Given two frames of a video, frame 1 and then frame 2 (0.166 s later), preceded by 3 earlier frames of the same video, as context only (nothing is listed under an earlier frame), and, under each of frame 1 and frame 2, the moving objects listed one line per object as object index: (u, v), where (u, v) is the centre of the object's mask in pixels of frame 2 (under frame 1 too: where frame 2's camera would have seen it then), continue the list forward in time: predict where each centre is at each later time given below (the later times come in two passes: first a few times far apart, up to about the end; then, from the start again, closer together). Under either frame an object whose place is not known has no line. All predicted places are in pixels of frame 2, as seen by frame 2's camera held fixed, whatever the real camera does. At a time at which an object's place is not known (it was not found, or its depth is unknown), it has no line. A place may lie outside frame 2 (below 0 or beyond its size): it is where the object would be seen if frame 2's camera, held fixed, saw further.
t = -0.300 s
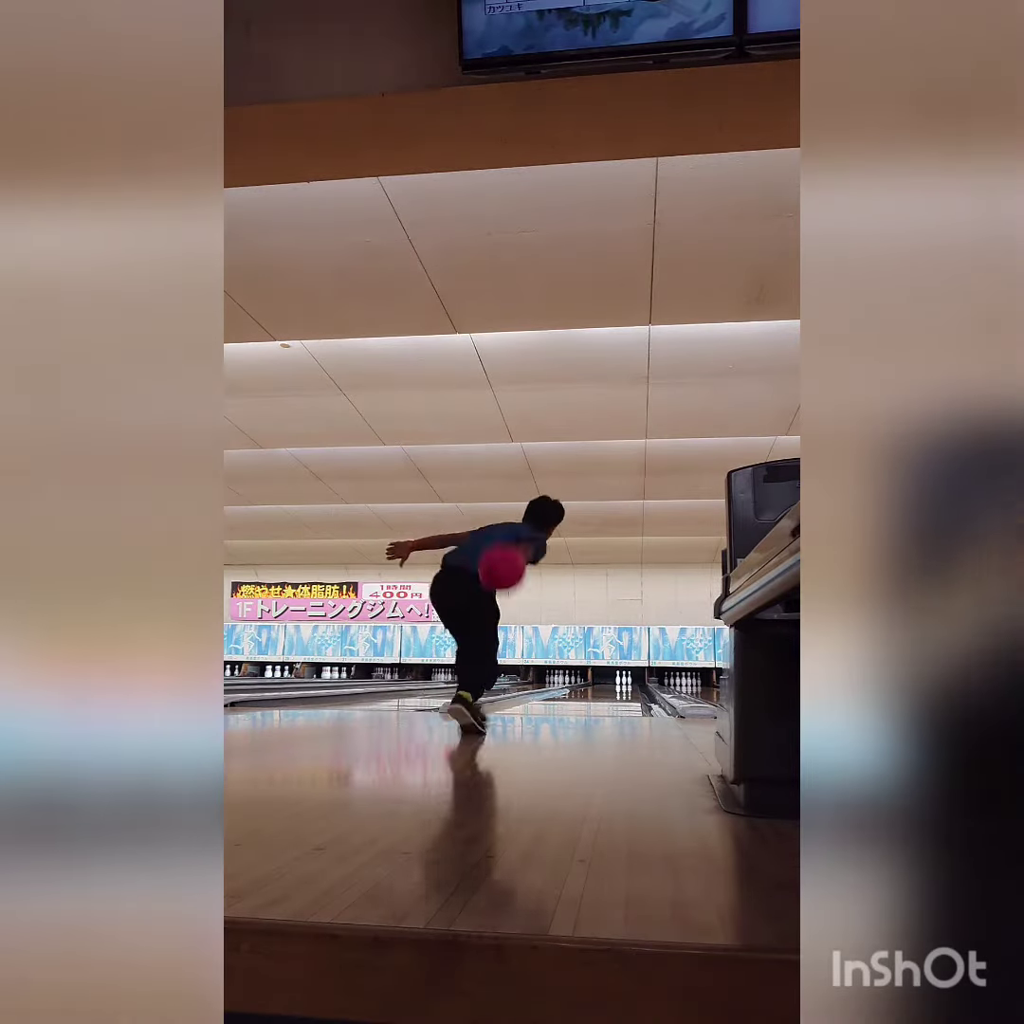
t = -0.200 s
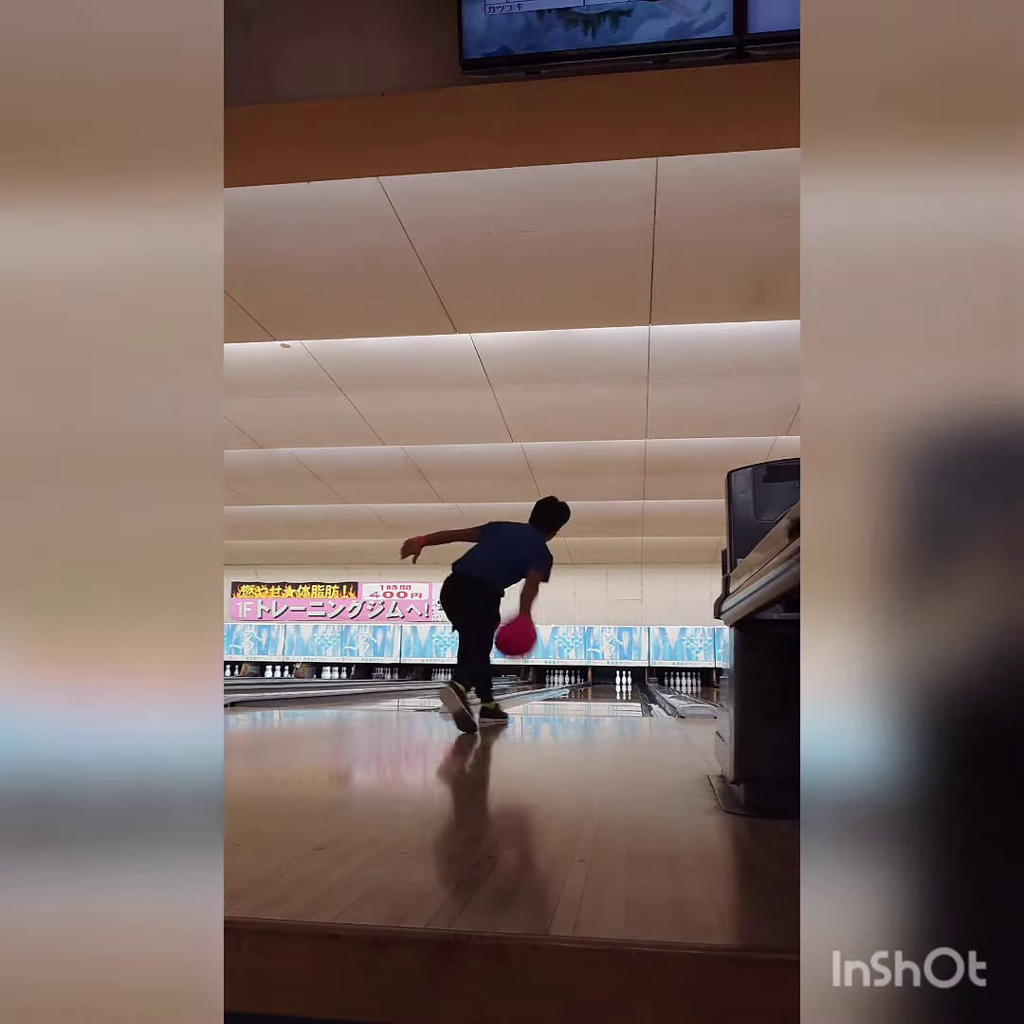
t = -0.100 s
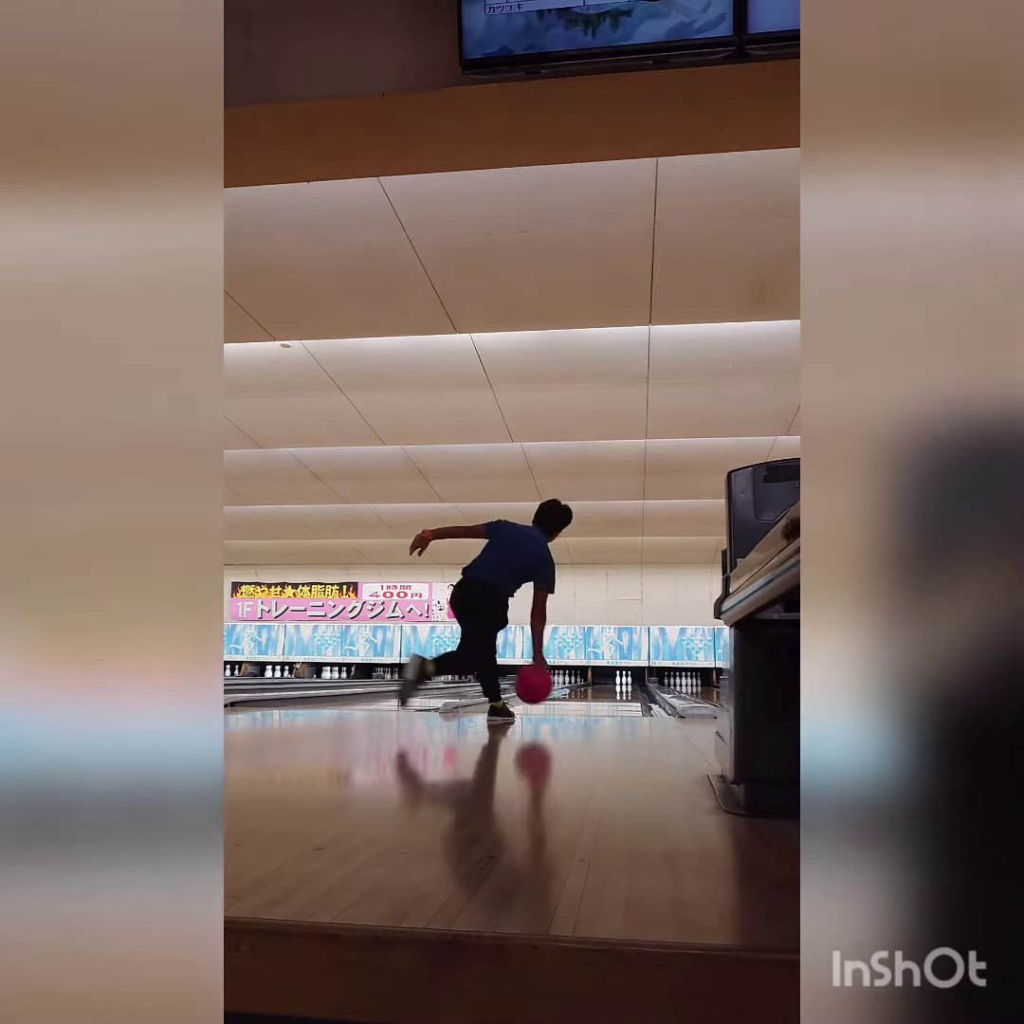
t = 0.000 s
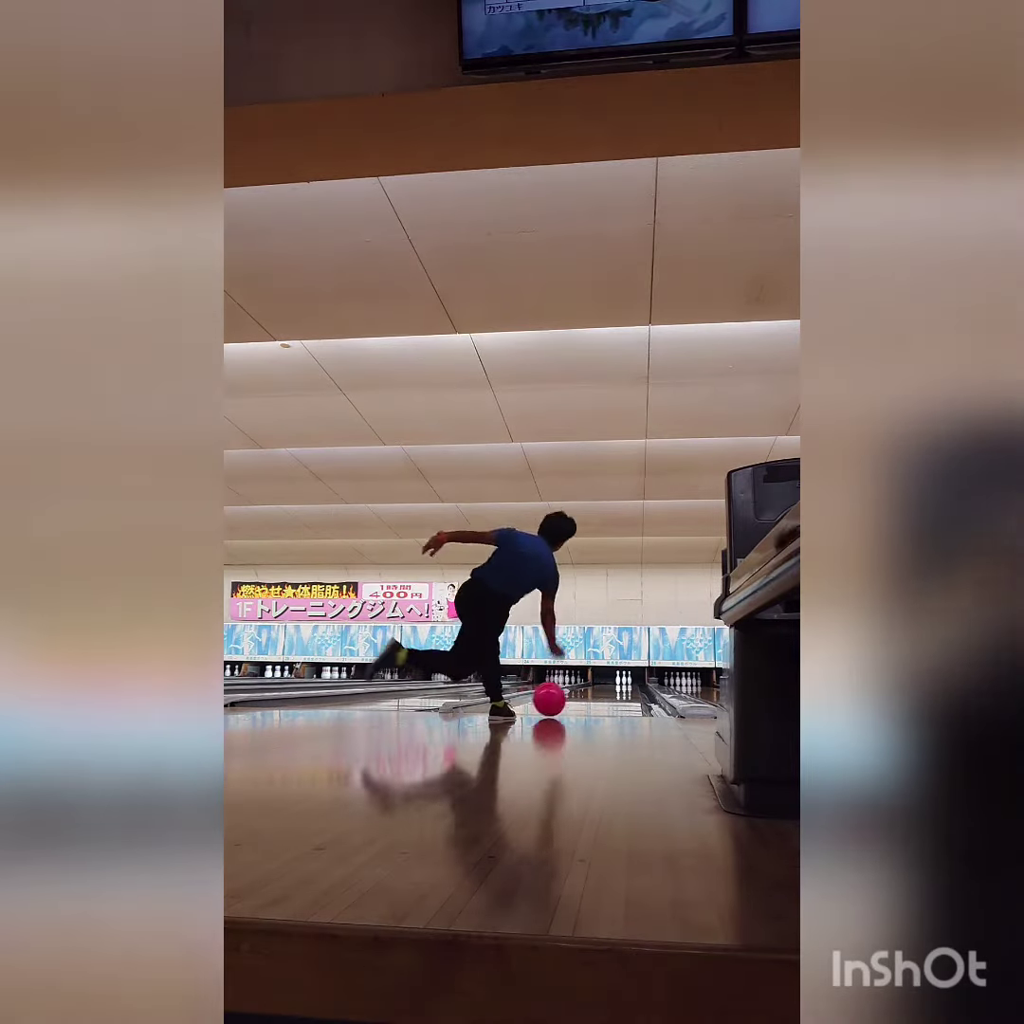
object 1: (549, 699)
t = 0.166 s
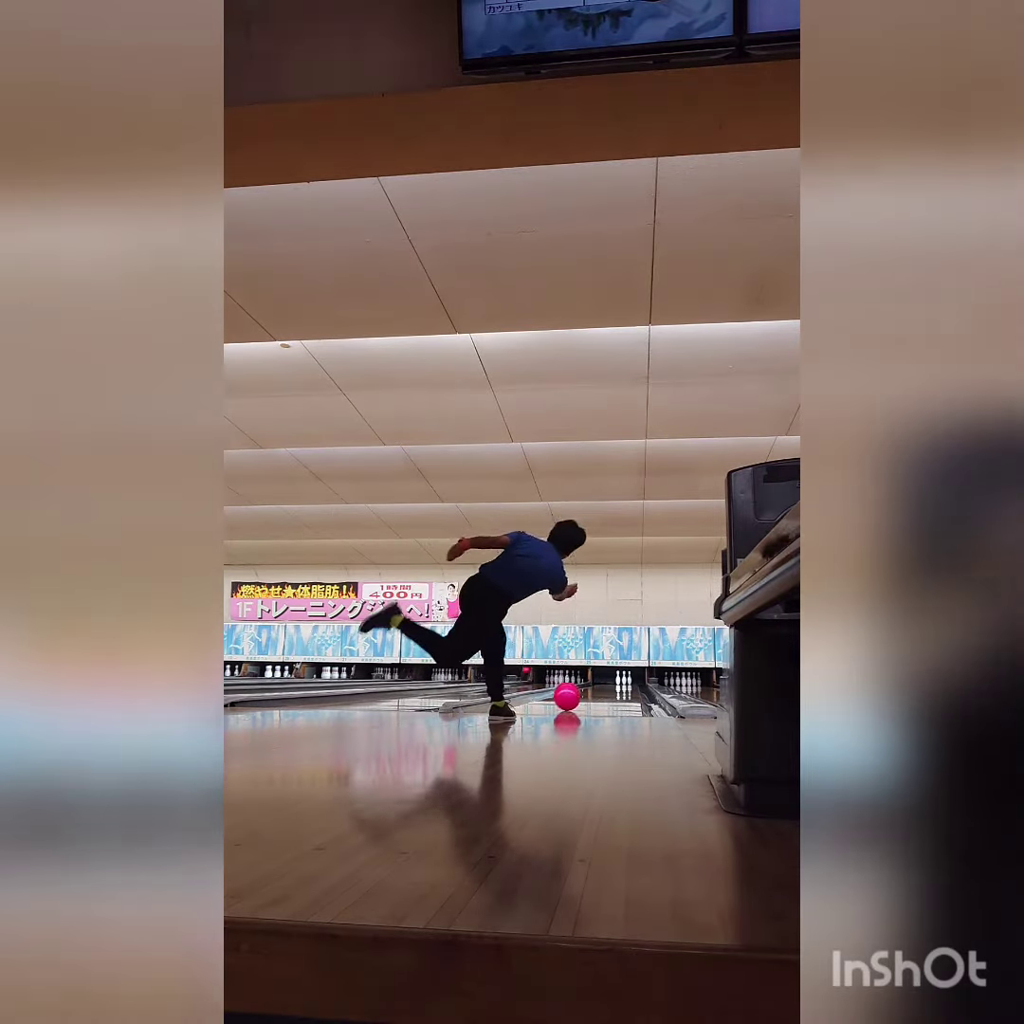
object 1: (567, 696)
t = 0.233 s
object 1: (572, 695)
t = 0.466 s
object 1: (586, 691)
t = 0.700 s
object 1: (596, 689)
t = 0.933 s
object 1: (603, 688)
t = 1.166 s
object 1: (608, 686)
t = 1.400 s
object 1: (611, 685)
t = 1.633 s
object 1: (619, 684)
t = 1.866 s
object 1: (617, 683)
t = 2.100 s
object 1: (618, 683)
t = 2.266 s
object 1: (619, 682)
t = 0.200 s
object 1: (570, 695)
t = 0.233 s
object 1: (572, 695)
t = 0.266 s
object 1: (575, 694)
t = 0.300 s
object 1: (577, 694)
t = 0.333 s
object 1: (579, 693)
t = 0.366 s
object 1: (581, 692)
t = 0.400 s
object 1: (583, 692)
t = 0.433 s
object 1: (584, 691)
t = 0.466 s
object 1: (586, 691)
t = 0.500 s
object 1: (588, 690)
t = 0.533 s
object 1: (589, 690)
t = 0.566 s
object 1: (591, 690)
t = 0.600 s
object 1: (592, 690)
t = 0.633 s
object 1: (593, 690)
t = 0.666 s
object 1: (595, 689)
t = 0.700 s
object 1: (596, 689)
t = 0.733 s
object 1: (599, 689)
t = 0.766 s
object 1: (599, 688)
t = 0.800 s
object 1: (600, 688)
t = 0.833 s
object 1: (601, 688)
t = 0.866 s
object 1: (602, 688)
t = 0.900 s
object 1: (602, 688)
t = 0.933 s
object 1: (603, 688)
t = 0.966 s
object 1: (604, 687)
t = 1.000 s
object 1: (604, 687)
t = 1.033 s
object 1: (605, 687)
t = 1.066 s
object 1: (606, 686)
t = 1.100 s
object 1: (606, 686)
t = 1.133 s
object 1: (607, 686)
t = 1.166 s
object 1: (608, 686)
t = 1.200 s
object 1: (608, 685)
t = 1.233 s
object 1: (608, 685)
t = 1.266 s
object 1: (609, 685)
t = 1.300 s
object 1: (609, 685)
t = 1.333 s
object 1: (610, 685)
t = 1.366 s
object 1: (610, 685)
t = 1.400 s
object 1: (611, 685)
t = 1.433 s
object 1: (611, 684)
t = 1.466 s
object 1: (612, 684)
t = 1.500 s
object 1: (612, 684)
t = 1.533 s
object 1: (613, 684)
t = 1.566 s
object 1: (615, 684)
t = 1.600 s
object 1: (616, 684)
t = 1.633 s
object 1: (619, 684)
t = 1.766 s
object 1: (614, 683)
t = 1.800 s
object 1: (616, 683)
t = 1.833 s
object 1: (617, 683)
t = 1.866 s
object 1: (617, 683)
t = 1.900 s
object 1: (617, 683)
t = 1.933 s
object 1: (617, 683)
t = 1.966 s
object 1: (618, 683)
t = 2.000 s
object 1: (618, 683)
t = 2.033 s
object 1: (618, 683)
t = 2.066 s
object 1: (618, 683)
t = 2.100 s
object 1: (618, 683)
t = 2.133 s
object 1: (619, 682)
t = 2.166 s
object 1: (619, 682)
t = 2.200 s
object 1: (619, 682)
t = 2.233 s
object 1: (619, 682)
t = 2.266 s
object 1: (619, 682)
